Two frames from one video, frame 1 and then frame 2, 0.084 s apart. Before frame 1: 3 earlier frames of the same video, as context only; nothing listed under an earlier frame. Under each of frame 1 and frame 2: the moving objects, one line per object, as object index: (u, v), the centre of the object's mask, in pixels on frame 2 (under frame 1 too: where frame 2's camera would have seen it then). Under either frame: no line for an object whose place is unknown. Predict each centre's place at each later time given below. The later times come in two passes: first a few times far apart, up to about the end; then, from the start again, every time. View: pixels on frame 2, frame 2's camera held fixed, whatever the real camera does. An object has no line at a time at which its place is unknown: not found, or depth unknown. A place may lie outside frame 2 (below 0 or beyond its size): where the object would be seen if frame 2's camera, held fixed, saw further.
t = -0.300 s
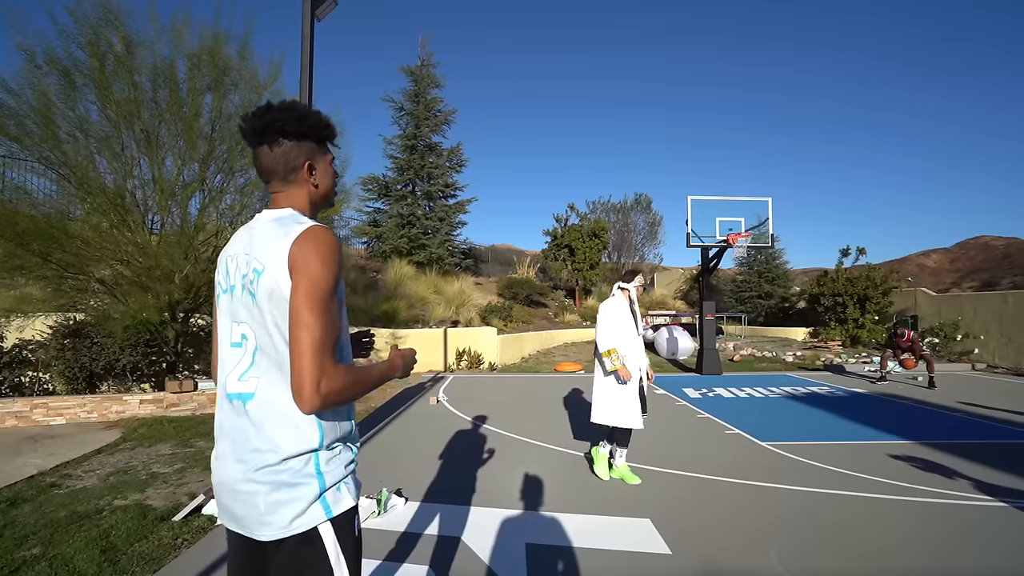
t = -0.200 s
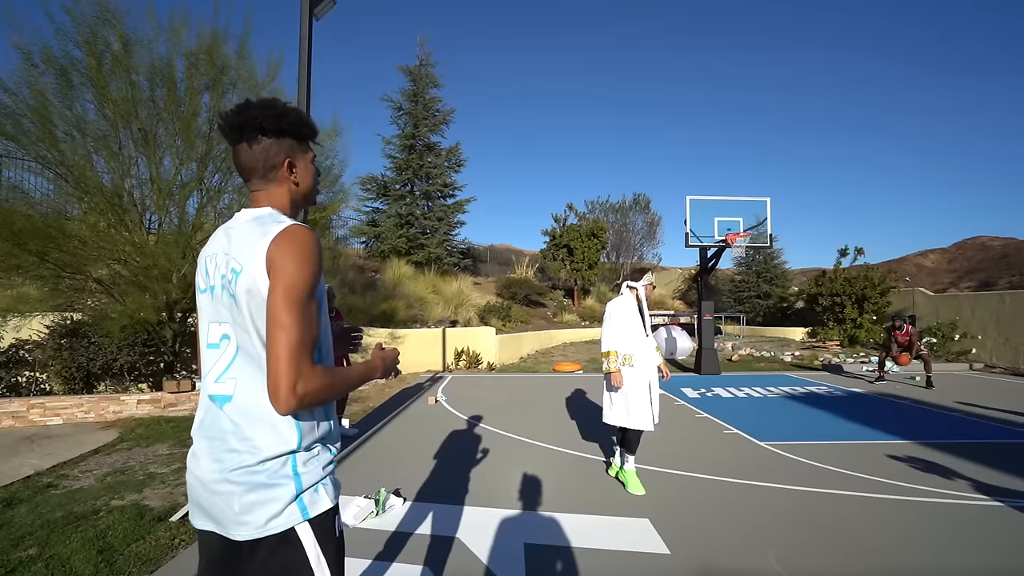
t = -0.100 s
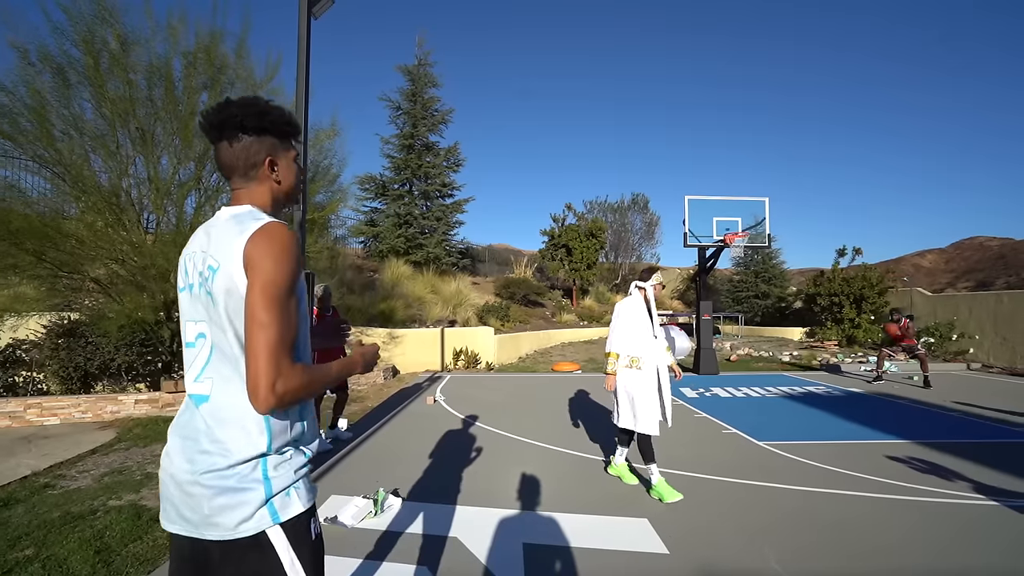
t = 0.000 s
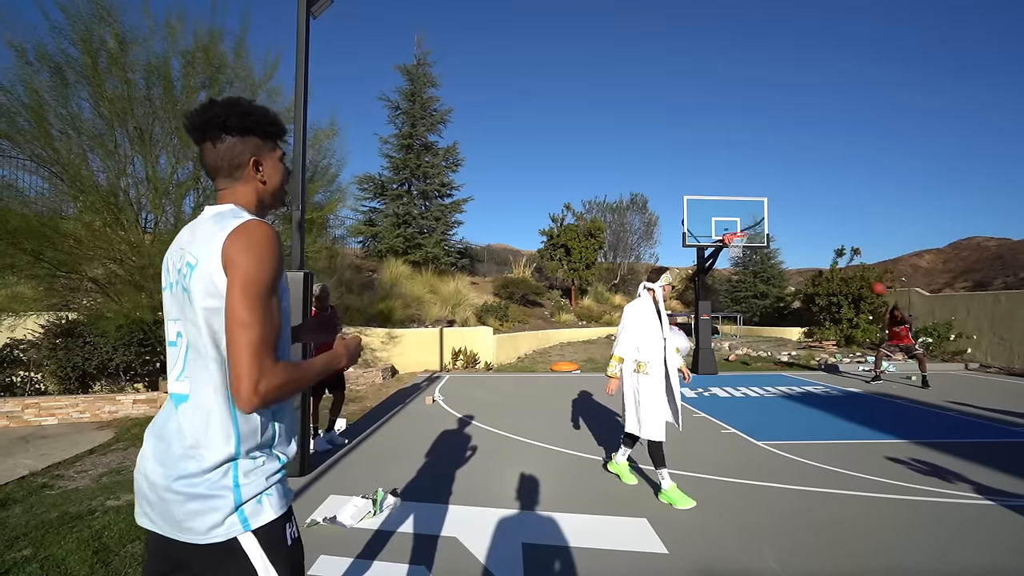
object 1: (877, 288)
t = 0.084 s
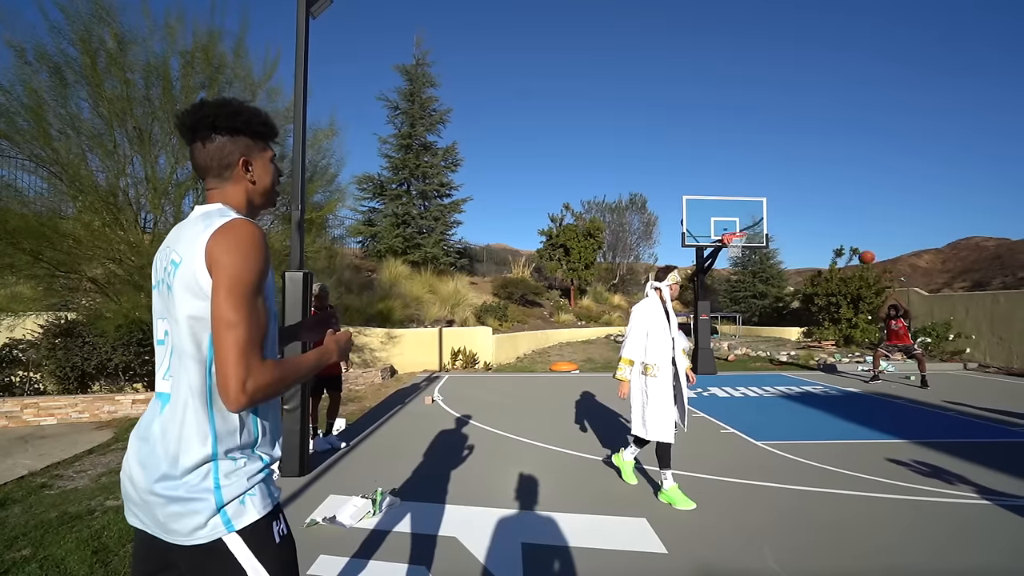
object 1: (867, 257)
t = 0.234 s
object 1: (847, 204)
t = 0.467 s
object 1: (810, 135)
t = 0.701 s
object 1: (763, 88)
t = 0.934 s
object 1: (697, 76)
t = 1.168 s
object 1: (594, 134)
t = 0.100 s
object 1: (865, 251)
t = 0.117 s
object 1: (862, 244)
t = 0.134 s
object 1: (860, 238)
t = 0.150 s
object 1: (858, 233)
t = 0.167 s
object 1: (856, 227)
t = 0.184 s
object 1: (854, 221)
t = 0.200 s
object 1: (851, 215)
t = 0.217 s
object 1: (849, 210)
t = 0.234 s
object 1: (847, 204)
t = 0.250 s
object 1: (845, 198)
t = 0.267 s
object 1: (842, 193)
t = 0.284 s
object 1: (840, 188)
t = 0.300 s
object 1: (837, 182)
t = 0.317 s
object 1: (835, 177)
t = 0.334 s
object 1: (832, 172)
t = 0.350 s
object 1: (829, 168)
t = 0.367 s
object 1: (827, 162)
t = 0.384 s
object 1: (824, 158)
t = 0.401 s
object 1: (822, 153)
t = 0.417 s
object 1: (819, 148)
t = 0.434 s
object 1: (816, 144)
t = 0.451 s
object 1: (813, 139)
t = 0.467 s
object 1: (810, 135)
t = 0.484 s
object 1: (807, 131)
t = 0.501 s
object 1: (804, 127)
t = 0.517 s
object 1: (801, 123)
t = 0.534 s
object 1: (798, 119)
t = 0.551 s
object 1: (795, 115)
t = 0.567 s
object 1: (792, 111)
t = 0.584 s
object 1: (788, 108)
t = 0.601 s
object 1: (785, 105)
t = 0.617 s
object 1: (781, 101)
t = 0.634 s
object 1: (778, 98)
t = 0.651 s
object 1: (774, 95)
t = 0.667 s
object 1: (770, 93)
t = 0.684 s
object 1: (767, 90)
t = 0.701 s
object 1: (763, 88)
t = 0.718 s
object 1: (759, 85)
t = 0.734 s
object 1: (755, 83)
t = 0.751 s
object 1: (751, 82)
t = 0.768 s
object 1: (747, 80)
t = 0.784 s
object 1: (742, 78)
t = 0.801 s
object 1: (737, 77)
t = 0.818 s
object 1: (733, 76)
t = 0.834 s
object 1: (728, 75)
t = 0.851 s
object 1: (724, 75)
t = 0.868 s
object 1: (718, 75)
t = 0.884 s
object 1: (714, 75)
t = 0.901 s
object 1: (708, 75)
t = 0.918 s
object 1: (703, 76)
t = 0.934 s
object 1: (697, 76)
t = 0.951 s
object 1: (691, 77)
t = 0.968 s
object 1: (686, 79)
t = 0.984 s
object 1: (679, 81)
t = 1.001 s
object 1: (673, 83)
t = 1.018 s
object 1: (666, 86)
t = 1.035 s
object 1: (659, 89)
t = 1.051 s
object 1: (652, 93)
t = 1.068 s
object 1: (645, 97)
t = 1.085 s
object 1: (637, 102)
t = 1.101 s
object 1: (629, 106)
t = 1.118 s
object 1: (621, 113)
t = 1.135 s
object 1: (613, 119)
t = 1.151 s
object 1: (603, 126)
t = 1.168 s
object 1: (594, 134)
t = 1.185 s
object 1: (584, 142)
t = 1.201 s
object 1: (573, 151)
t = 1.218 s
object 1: (562, 161)
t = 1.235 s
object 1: (551, 172)
